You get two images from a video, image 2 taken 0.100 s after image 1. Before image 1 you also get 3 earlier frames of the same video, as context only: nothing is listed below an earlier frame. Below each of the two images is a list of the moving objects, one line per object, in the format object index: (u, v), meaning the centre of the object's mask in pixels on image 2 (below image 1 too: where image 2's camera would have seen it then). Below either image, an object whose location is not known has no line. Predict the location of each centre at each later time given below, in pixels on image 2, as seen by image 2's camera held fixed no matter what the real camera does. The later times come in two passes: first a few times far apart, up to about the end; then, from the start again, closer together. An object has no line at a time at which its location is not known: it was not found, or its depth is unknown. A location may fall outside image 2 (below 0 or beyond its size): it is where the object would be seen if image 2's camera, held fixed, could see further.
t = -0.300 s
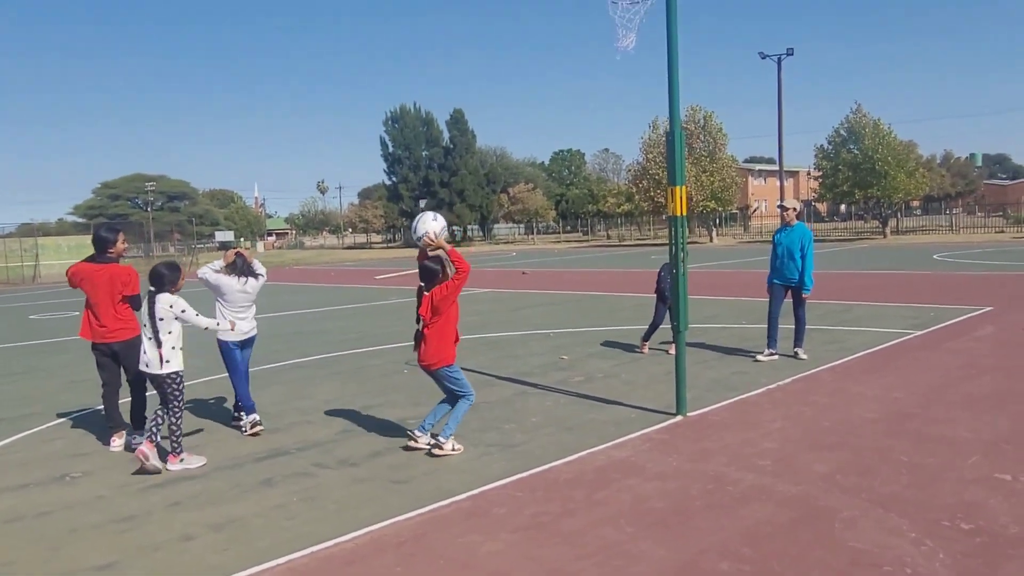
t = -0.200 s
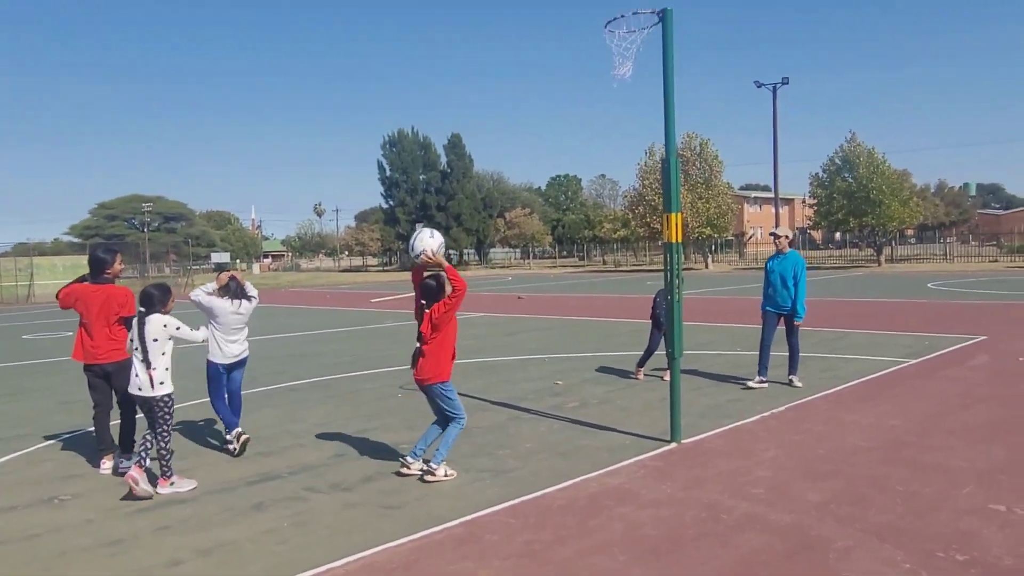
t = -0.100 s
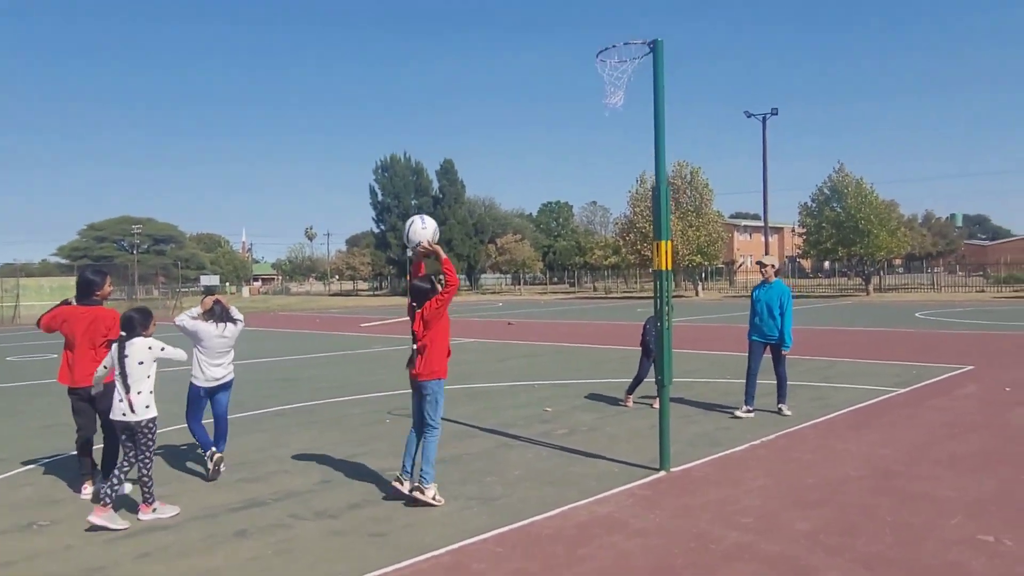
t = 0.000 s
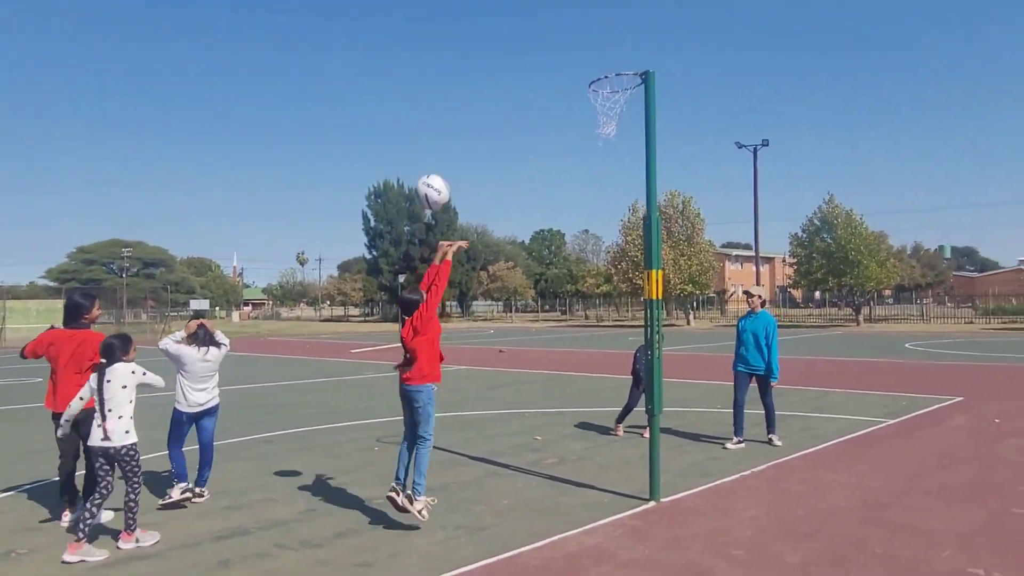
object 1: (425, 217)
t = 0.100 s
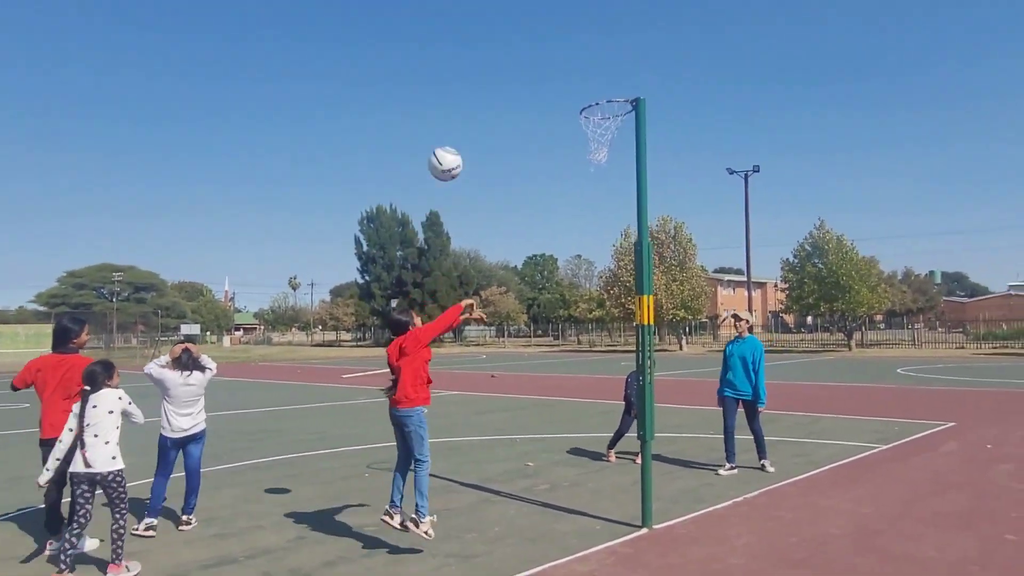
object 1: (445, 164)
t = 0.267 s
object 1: (476, 112)
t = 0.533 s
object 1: (519, 119)
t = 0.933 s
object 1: (555, 301)
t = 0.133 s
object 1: (452, 150)
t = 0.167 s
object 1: (458, 138)
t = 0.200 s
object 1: (464, 128)
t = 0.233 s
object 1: (470, 119)
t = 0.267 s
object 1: (476, 112)
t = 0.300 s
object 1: (482, 107)
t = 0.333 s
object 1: (488, 105)
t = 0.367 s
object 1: (493, 103)
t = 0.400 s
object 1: (498, 103)
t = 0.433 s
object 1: (504, 105)
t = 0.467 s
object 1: (509, 108)
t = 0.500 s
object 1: (514, 113)
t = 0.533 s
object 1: (519, 119)
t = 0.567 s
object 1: (524, 127)
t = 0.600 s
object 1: (528, 136)
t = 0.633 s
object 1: (533, 146)
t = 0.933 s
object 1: (555, 301)
